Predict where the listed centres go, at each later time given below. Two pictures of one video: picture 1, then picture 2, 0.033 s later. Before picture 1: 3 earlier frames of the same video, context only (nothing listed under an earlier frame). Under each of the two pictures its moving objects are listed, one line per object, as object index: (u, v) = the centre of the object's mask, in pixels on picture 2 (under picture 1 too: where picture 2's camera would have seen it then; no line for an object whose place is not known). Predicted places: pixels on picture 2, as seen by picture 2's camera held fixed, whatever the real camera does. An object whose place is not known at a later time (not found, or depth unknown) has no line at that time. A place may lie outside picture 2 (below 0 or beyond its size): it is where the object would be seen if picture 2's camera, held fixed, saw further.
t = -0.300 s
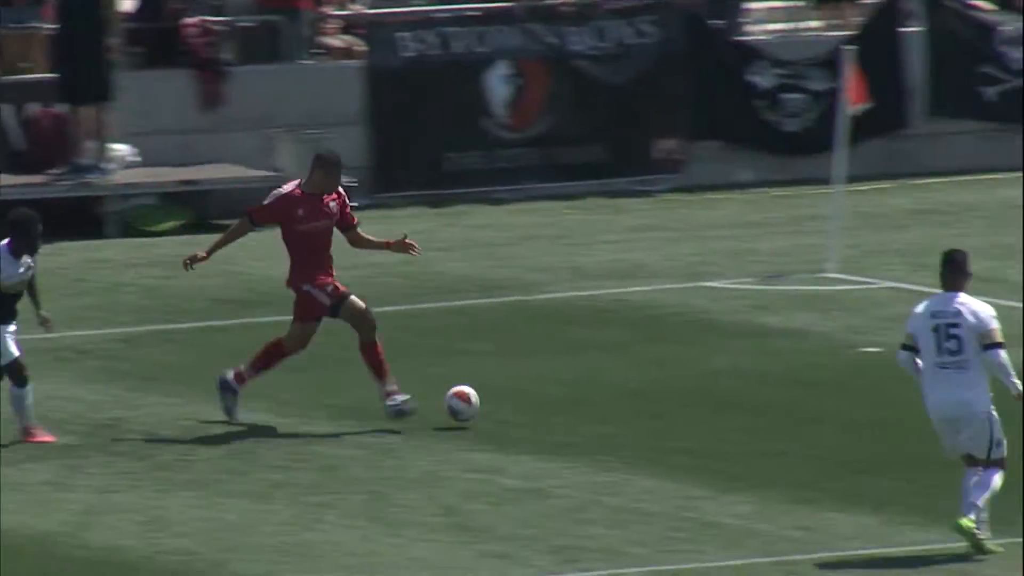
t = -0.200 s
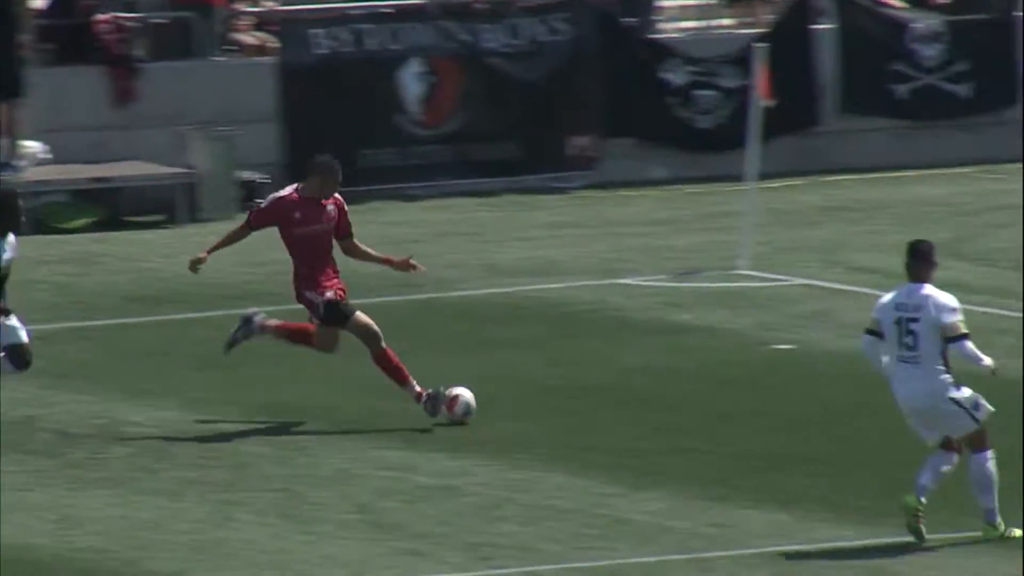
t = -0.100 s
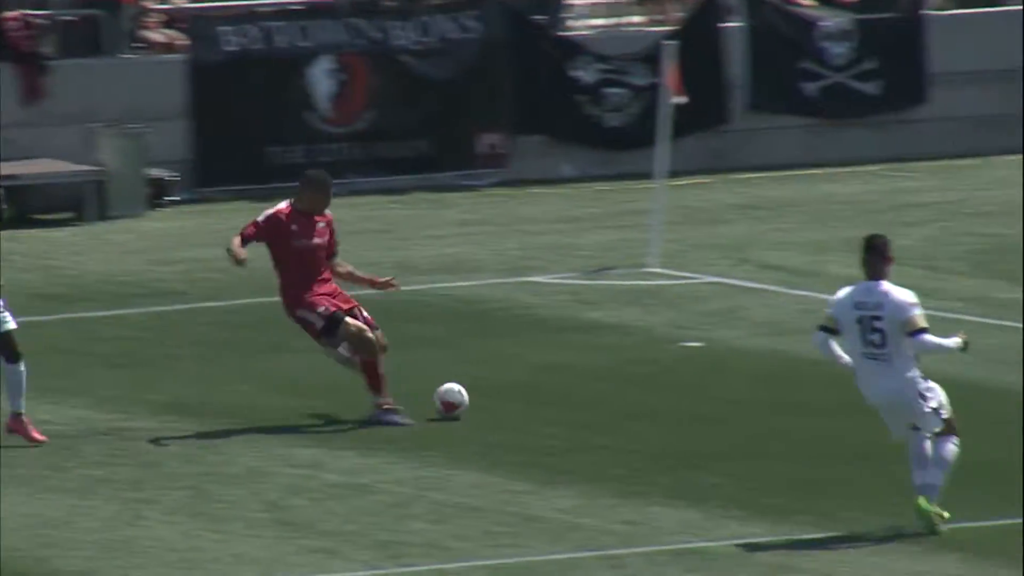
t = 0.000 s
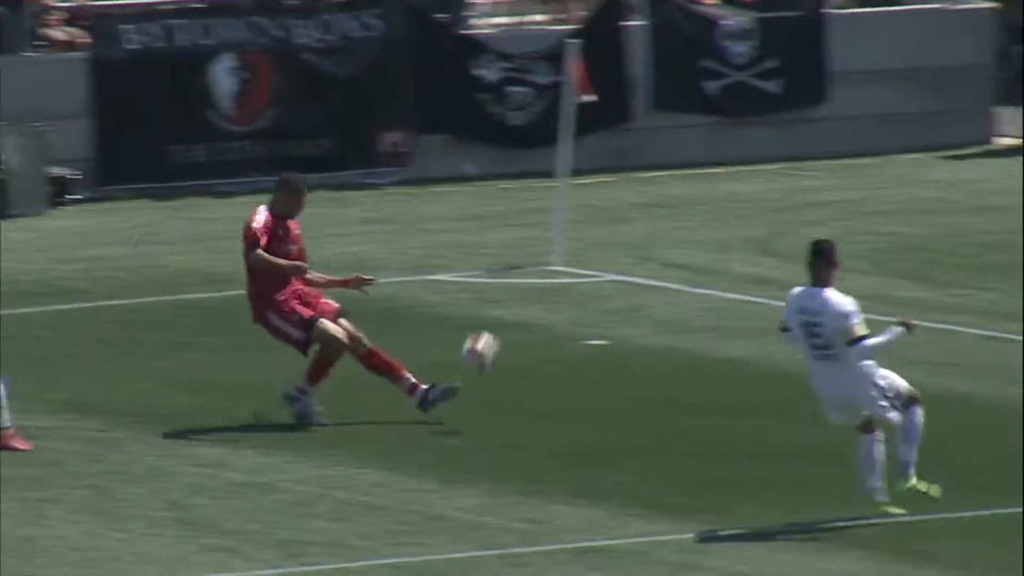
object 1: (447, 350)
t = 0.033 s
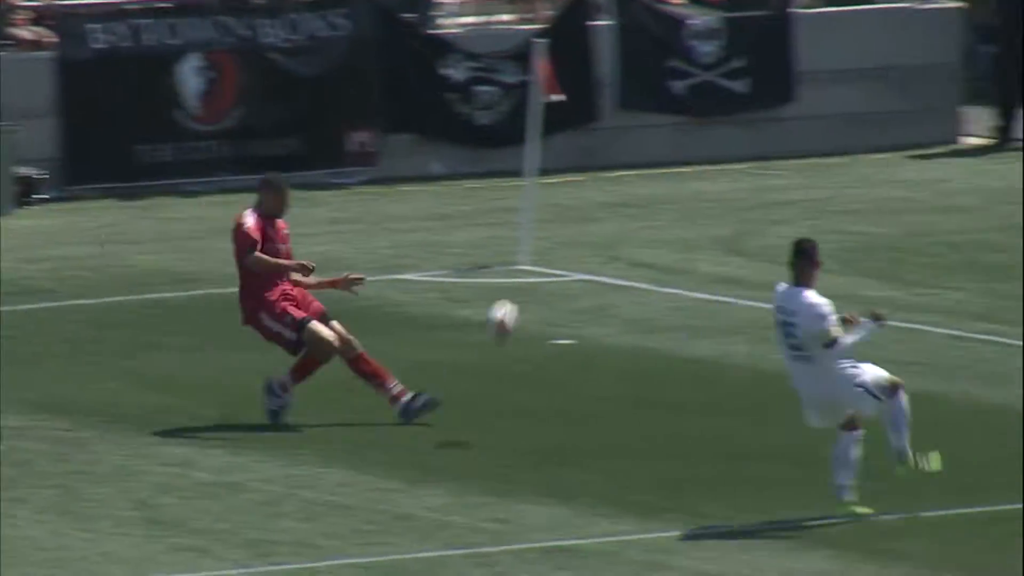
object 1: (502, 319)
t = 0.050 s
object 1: (529, 307)
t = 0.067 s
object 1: (555, 292)
